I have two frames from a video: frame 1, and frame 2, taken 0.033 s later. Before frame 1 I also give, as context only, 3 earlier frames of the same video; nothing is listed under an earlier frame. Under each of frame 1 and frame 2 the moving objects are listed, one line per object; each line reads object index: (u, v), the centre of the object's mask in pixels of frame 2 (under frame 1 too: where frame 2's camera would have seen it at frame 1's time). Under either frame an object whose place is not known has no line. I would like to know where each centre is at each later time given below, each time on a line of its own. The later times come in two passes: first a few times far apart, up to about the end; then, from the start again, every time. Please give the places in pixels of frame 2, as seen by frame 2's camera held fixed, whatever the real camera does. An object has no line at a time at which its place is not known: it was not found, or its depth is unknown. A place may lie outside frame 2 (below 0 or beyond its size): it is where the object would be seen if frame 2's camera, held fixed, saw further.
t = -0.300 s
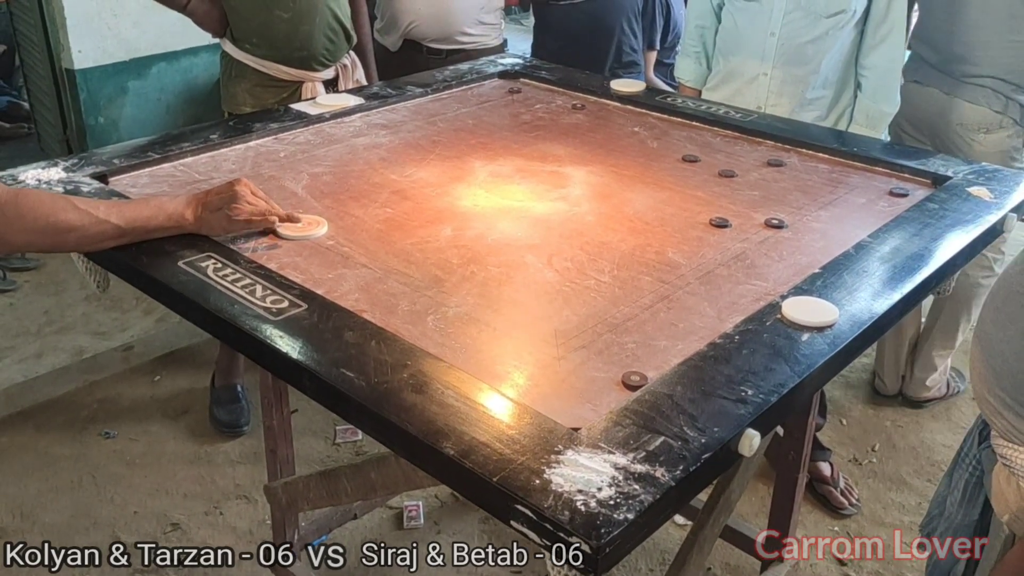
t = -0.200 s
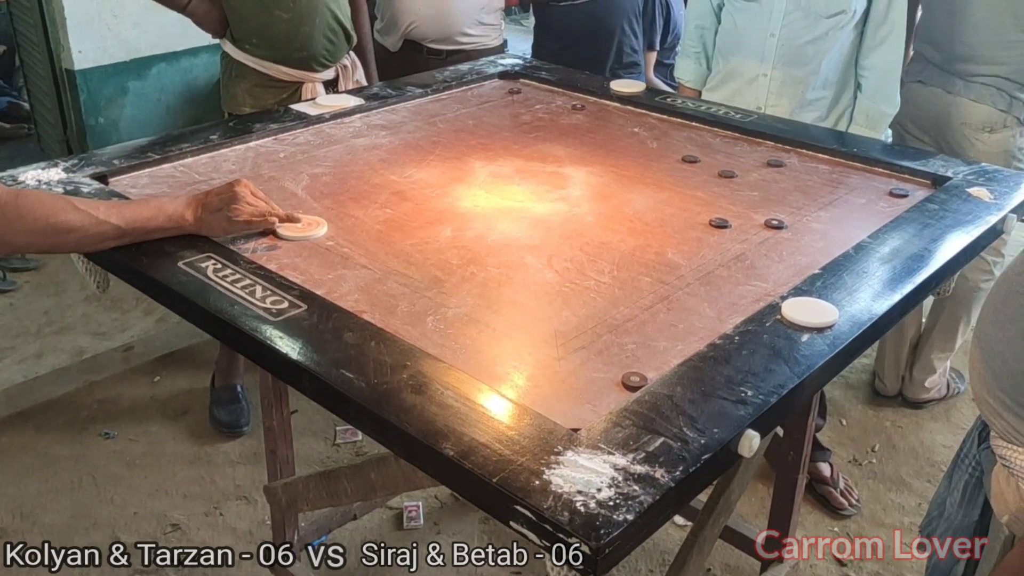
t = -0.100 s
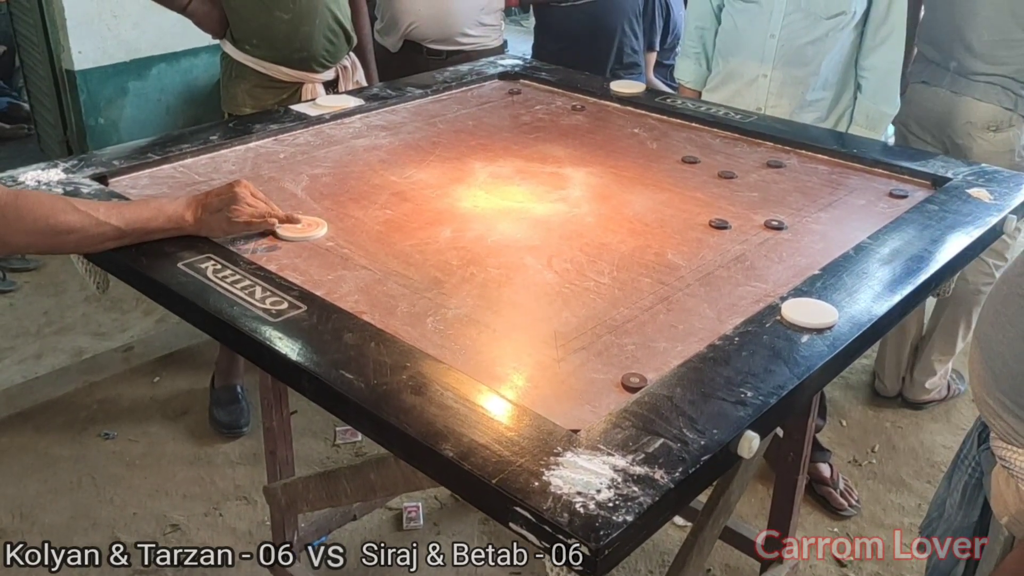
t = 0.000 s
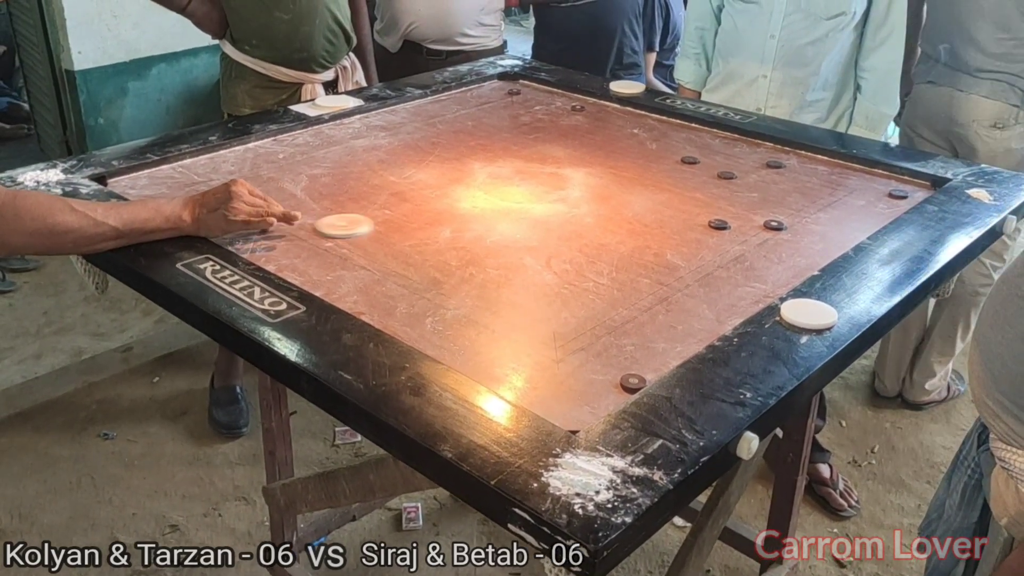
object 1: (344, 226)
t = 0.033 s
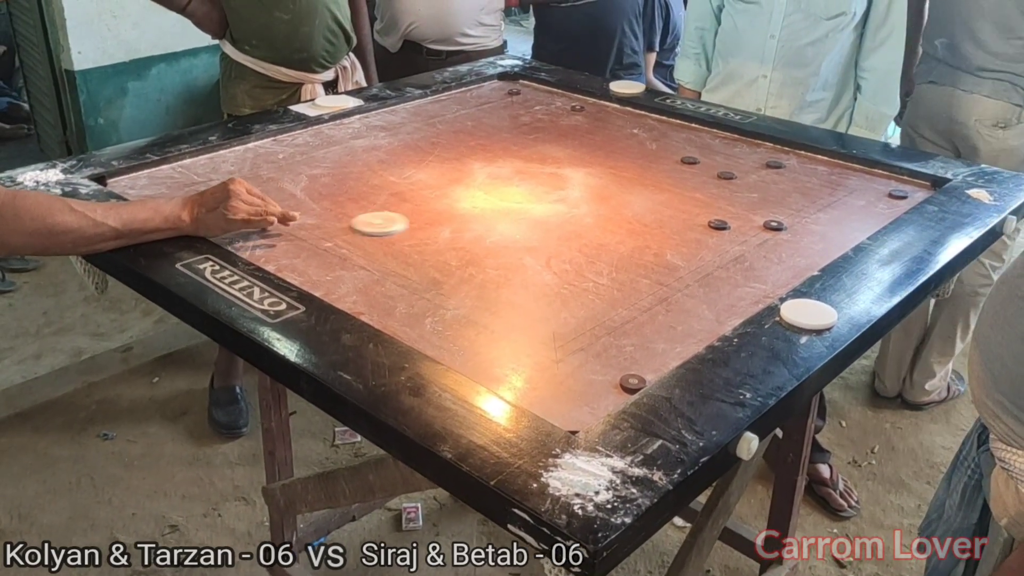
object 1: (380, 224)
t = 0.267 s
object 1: (609, 210)
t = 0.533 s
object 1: (822, 199)
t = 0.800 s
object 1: (899, 183)
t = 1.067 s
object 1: (888, 184)
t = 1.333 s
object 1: (888, 184)
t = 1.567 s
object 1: (888, 184)
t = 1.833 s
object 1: (888, 184)
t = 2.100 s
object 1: (888, 185)
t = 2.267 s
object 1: (888, 185)
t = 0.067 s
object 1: (414, 221)
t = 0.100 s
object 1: (449, 219)
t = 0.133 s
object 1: (483, 217)
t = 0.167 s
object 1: (516, 215)
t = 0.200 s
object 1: (548, 213)
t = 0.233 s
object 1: (579, 211)
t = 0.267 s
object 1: (609, 210)
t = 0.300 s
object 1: (638, 208)
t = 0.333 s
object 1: (666, 207)
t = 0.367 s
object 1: (694, 205)
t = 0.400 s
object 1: (721, 204)
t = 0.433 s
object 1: (747, 203)
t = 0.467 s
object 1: (772, 201)
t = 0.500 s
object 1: (797, 200)
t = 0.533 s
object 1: (822, 199)
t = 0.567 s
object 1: (845, 198)
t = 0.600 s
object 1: (868, 196)
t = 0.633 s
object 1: (886, 196)
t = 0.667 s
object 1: (902, 195)
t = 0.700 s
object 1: (906, 192)
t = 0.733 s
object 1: (905, 188)
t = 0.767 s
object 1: (902, 185)
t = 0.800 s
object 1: (899, 183)
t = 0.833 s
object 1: (894, 184)
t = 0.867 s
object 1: (891, 184)
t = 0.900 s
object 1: (889, 184)
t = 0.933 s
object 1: (888, 184)
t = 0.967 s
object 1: (888, 184)
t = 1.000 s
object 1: (888, 184)
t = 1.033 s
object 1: (888, 184)
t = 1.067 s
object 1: (888, 184)
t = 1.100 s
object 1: (888, 184)
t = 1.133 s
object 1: (888, 184)
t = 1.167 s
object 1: (888, 184)
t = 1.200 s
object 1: (888, 184)
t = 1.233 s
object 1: (888, 184)
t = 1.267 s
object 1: (888, 184)
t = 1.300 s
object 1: (888, 184)
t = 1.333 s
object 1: (888, 184)
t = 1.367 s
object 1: (888, 184)
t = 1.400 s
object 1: (888, 184)
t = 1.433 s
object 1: (888, 184)
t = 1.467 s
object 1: (888, 184)
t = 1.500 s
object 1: (888, 184)
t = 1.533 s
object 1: (888, 184)
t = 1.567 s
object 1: (888, 184)
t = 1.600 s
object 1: (888, 184)
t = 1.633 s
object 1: (888, 184)
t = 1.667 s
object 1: (888, 184)
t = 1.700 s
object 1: (888, 184)
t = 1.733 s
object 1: (888, 184)
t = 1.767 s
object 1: (888, 184)
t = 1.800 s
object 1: (888, 184)
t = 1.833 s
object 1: (888, 184)
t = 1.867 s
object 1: (888, 184)
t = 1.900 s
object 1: (888, 184)
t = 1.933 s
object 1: (888, 184)
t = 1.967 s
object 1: (888, 184)
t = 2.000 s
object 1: (888, 184)
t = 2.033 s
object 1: (888, 185)
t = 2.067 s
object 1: (888, 185)
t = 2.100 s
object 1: (888, 185)
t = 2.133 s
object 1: (888, 185)
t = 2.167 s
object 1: (888, 185)
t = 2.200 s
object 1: (888, 185)
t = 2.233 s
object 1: (888, 185)
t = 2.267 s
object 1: (888, 185)
